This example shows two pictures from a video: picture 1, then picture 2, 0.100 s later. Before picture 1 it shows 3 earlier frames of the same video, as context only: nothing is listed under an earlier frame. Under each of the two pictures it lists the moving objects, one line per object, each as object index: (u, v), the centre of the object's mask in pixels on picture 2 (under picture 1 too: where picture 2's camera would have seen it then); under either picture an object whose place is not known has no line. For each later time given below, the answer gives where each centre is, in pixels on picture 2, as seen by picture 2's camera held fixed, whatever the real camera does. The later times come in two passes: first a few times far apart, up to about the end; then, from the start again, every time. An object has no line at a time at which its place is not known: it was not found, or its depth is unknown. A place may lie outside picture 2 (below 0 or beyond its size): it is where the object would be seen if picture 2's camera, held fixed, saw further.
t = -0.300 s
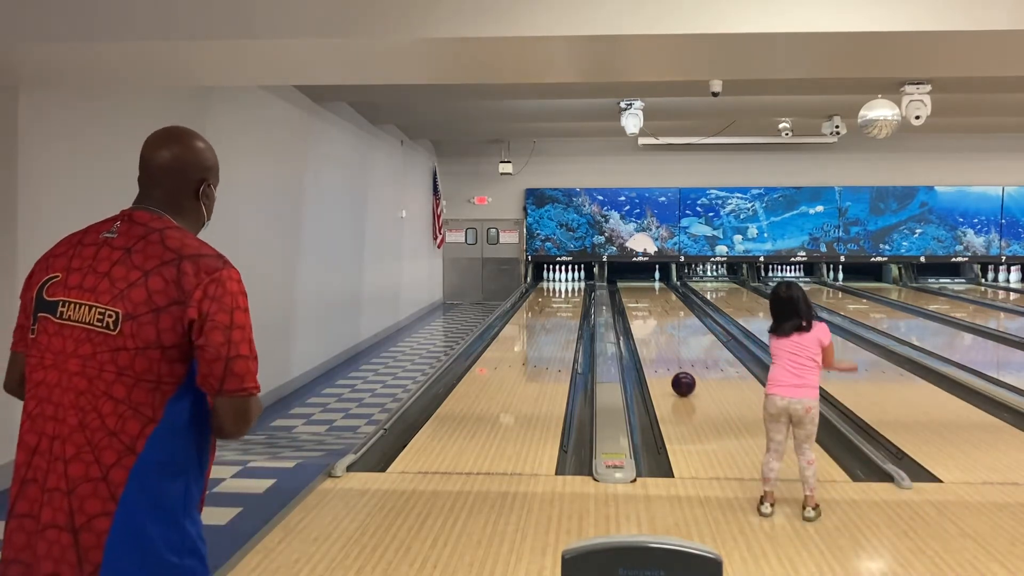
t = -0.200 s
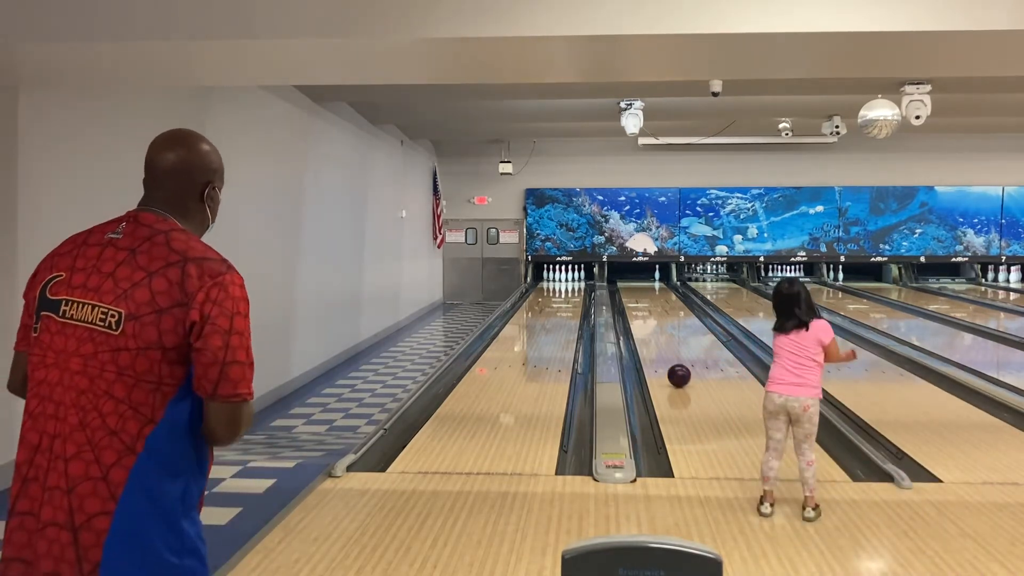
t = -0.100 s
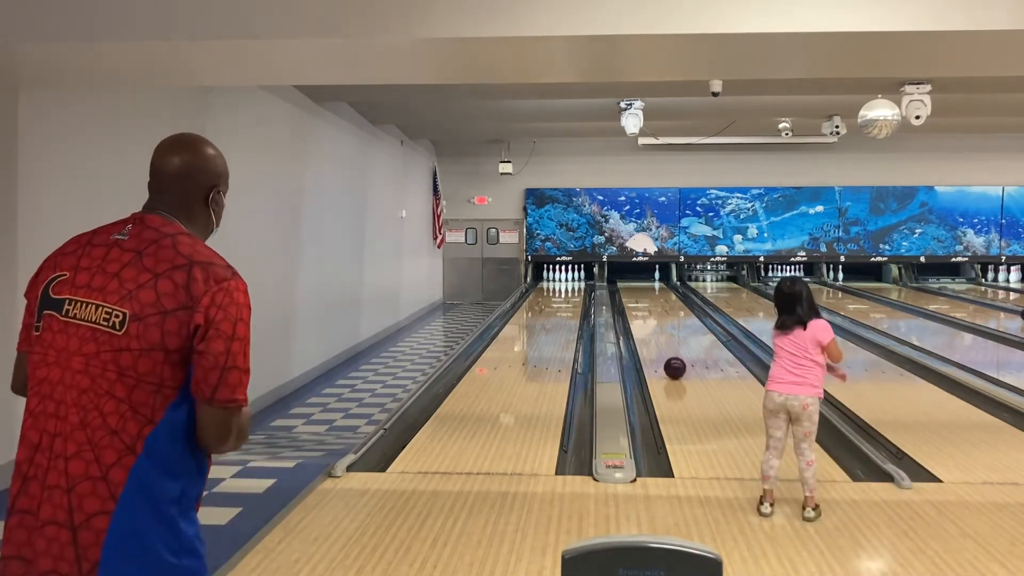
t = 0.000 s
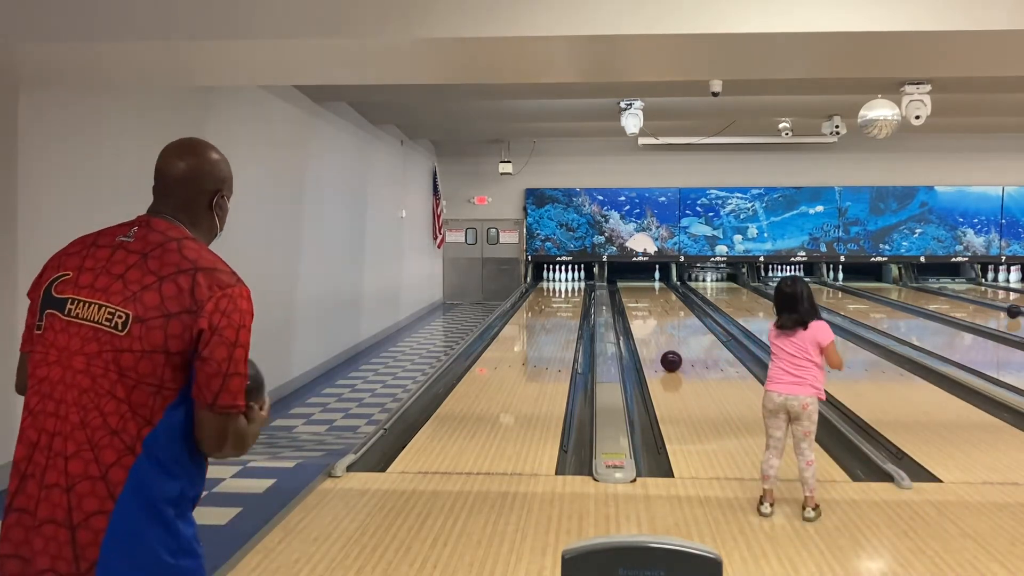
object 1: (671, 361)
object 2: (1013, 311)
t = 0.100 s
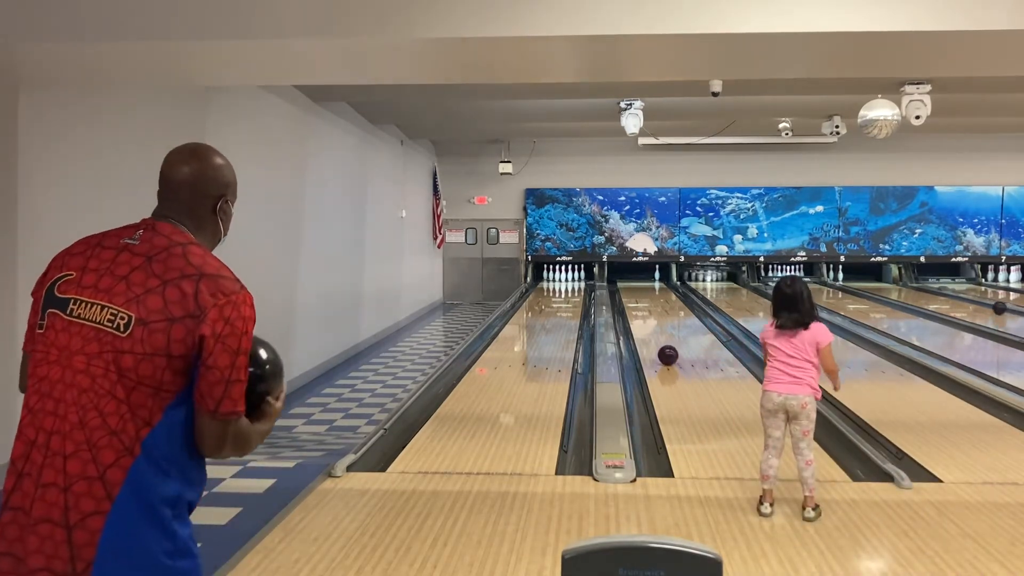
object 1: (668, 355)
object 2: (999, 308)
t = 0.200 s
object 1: (665, 350)
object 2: (986, 305)
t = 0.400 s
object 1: (659, 340)
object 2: (963, 299)
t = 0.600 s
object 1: (655, 331)
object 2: (942, 295)
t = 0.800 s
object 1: (651, 324)
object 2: (923, 291)
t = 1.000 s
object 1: (647, 318)
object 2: (906, 287)
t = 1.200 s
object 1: (644, 312)
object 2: (891, 285)
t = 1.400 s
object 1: (642, 307)
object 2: (876, 281)
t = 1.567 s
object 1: (640, 303)
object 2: (865, 280)
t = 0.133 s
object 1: (667, 353)
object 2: (995, 307)
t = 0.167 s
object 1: (666, 351)
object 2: (990, 306)
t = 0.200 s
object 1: (665, 350)
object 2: (986, 305)
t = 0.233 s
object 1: (664, 348)
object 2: (982, 304)
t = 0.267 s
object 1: (663, 346)
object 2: (978, 303)
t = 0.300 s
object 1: (662, 344)
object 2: (974, 302)
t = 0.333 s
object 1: (661, 343)
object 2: (970, 301)
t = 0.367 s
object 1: (660, 341)
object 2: (966, 300)
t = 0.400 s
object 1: (659, 340)
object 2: (963, 299)
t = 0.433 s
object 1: (659, 338)
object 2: (959, 299)
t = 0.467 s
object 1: (658, 337)
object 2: (955, 297)
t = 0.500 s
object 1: (657, 336)
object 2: (952, 297)
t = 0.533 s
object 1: (656, 334)
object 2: (948, 296)
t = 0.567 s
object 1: (655, 333)
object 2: (945, 296)
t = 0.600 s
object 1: (655, 331)
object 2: (942, 295)
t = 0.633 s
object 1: (654, 330)
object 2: (938, 294)
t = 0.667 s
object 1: (654, 329)
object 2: (935, 293)
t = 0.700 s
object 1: (653, 328)
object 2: (932, 292)
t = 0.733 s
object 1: (652, 326)
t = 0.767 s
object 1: (651, 325)
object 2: (925, 291)
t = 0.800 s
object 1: (651, 324)
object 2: (923, 291)
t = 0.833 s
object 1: (650, 323)
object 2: (920, 290)
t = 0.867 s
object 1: (650, 322)
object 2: (917, 289)
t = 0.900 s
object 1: (649, 321)
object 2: (914, 289)
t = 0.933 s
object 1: (648, 320)
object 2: (911, 289)
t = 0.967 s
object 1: (648, 319)
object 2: (908, 288)
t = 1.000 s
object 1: (647, 318)
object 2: (906, 287)
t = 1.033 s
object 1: (647, 317)
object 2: (903, 286)
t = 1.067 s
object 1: (646, 316)
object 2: (901, 286)
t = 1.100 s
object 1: (646, 315)
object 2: (898, 285)
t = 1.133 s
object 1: (645, 314)
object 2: (896, 285)
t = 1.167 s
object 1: (645, 313)
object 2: (893, 285)
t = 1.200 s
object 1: (644, 312)
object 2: (891, 285)
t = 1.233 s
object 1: (644, 311)
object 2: (888, 284)
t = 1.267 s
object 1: (643, 310)
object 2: (886, 284)
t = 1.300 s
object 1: (643, 309)
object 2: (883, 283)
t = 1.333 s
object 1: (642, 309)
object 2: (881, 283)
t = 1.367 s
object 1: (642, 307)
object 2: (878, 282)
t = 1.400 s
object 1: (642, 307)
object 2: (876, 281)
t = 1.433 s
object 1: (641, 306)
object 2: (874, 281)
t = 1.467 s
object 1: (641, 305)
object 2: (872, 281)
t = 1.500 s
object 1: (641, 305)
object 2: (870, 280)
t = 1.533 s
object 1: (640, 304)
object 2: (867, 280)
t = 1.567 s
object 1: (640, 303)
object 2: (865, 280)
